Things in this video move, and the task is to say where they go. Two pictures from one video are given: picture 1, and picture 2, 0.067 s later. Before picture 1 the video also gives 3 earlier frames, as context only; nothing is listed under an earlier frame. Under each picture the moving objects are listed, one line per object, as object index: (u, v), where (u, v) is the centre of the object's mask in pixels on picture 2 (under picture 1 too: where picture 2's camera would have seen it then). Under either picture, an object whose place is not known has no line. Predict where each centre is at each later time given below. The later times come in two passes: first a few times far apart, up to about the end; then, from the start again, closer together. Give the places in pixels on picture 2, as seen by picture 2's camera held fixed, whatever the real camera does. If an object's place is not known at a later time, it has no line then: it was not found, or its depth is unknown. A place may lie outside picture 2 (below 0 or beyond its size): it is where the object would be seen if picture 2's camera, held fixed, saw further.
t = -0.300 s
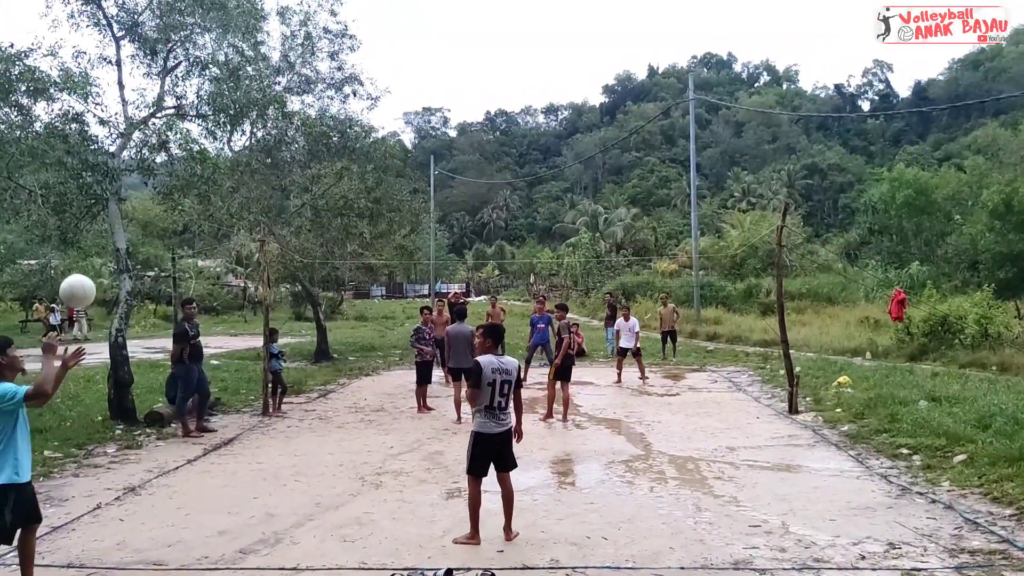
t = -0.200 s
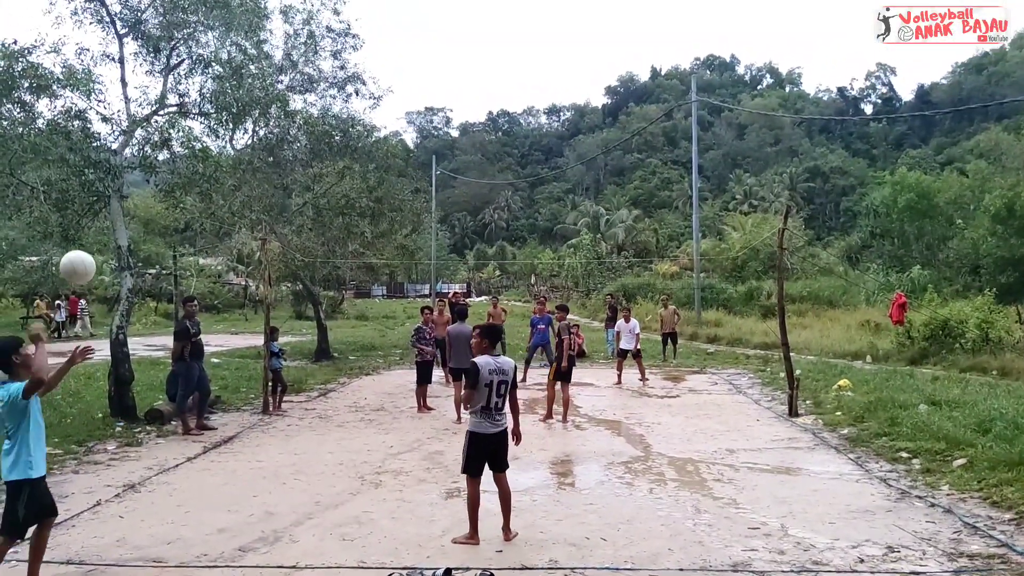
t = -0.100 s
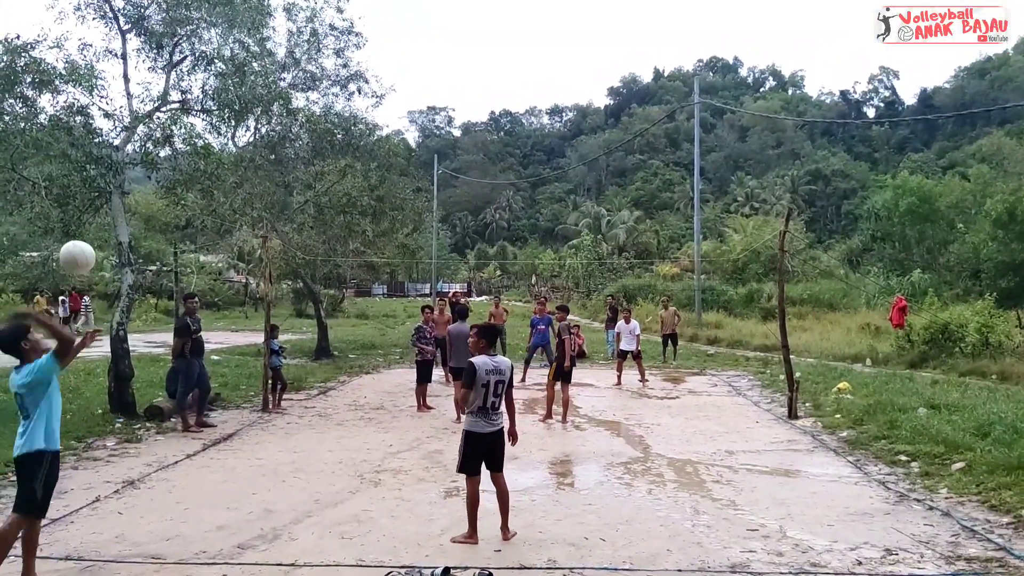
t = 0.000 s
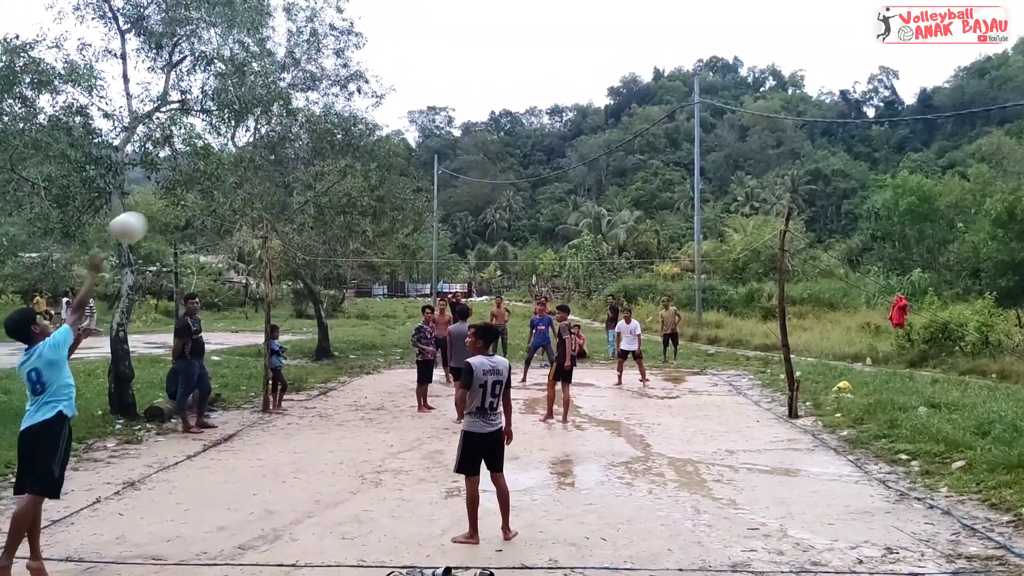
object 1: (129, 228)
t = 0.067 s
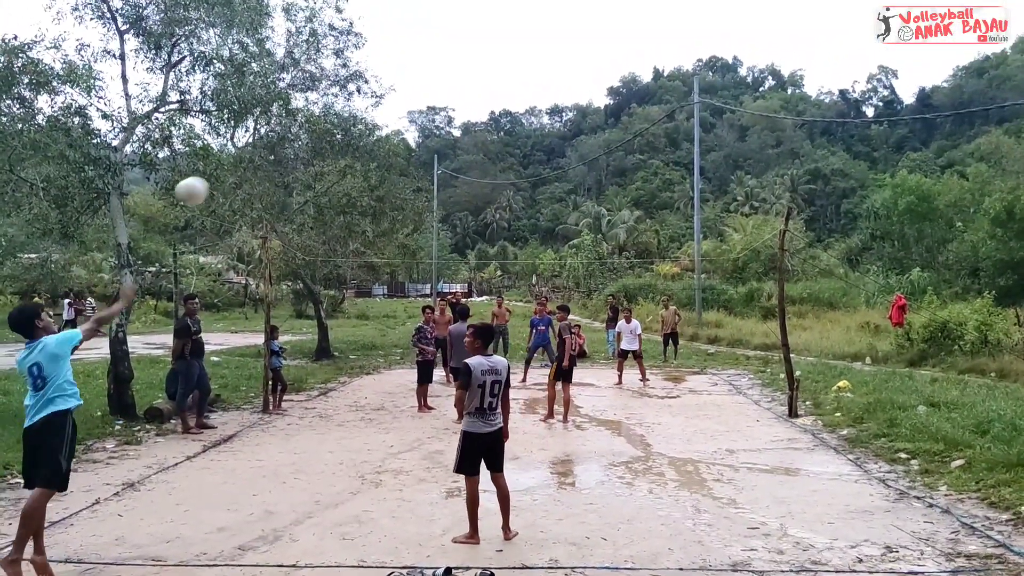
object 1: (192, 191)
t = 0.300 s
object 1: (343, 141)
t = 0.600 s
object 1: (449, 171)
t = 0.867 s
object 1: (504, 232)
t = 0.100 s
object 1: (219, 177)
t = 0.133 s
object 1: (244, 165)
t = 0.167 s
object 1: (268, 157)
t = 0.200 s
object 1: (289, 150)
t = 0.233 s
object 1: (308, 146)
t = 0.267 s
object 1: (326, 143)
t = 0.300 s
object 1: (343, 141)
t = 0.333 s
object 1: (357, 141)
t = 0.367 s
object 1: (372, 142)
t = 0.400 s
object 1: (385, 144)
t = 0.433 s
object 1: (398, 146)
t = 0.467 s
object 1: (409, 150)
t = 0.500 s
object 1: (420, 154)
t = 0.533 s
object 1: (430, 159)
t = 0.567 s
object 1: (440, 165)
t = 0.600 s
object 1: (449, 171)
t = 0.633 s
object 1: (458, 177)
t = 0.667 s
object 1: (465, 184)
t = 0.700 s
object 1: (473, 191)
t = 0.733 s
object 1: (480, 199)
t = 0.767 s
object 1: (487, 207)
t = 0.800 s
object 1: (493, 215)
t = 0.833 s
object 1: (499, 224)
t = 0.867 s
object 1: (504, 232)
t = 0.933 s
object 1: (515, 250)
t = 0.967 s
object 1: (519, 259)
